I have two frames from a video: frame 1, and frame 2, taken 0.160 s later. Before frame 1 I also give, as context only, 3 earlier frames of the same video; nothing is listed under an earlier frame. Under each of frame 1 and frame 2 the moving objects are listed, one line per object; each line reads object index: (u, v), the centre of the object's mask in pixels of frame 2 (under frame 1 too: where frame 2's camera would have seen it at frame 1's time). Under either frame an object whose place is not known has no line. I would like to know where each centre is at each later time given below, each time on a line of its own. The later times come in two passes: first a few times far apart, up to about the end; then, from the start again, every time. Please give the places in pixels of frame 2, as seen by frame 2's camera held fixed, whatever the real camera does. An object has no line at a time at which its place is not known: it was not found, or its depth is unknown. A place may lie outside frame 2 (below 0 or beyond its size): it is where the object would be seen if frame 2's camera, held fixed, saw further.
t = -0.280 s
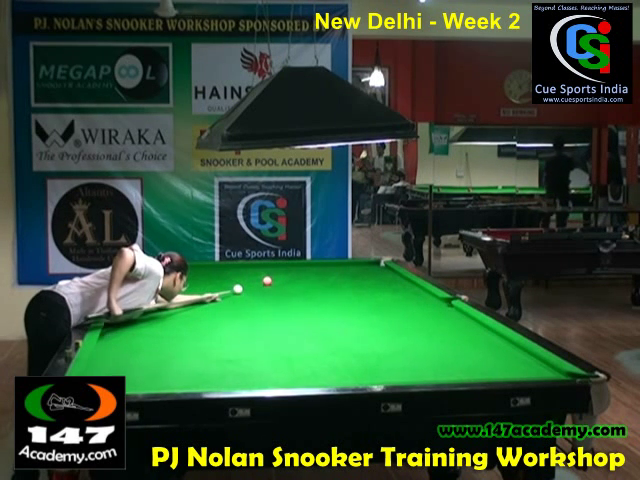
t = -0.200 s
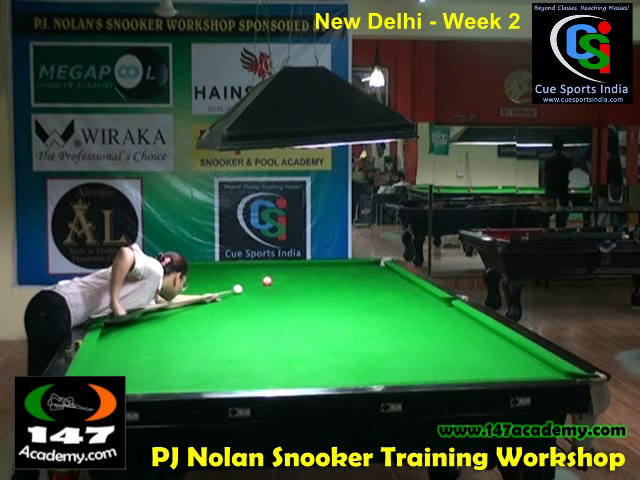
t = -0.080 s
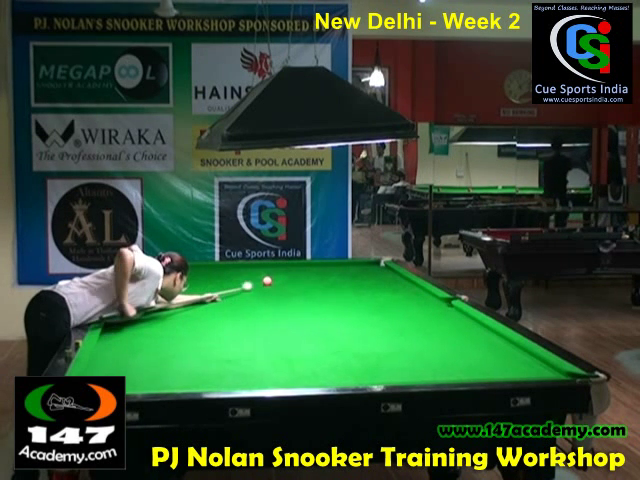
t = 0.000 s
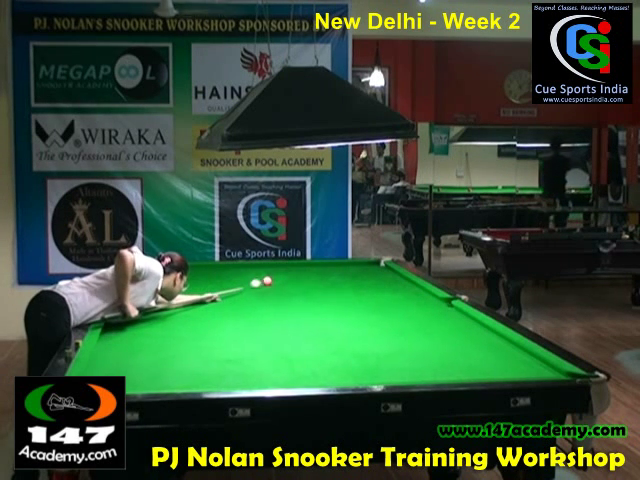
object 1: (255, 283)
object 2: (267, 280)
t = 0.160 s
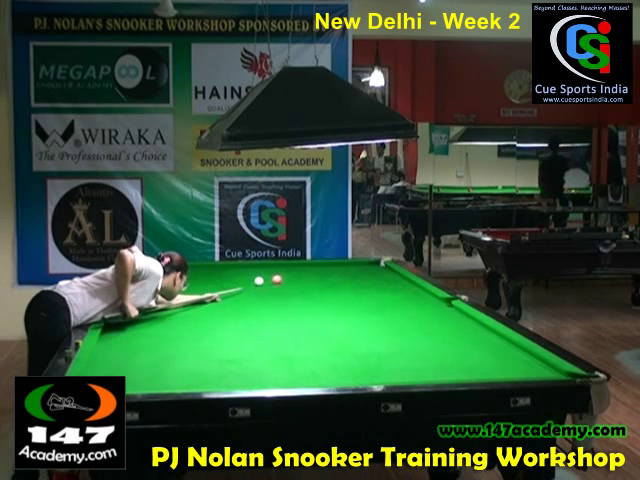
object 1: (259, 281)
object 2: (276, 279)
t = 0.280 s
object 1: (257, 280)
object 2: (286, 277)
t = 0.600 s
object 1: (255, 277)
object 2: (309, 273)
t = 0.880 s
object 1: (253, 275)
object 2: (328, 270)
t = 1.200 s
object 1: (250, 273)
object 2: (347, 267)
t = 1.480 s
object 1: (249, 271)
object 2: (362, 264)
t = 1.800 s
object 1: (247, 270)
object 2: (377, 261)
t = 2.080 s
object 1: (246, 268)
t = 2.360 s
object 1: (245, 267)
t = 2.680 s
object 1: (244, 266)
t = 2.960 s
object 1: (243, 266)
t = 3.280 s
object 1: (243, 265)
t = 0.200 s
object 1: (258, 280)
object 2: (280, 278)
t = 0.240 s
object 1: (258, 280)
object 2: (283, 278)
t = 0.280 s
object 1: (257, 280)
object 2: (286, 277)
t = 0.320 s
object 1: (257, 279)
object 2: (289, 276)
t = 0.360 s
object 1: (257, 279)
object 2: (292, 276)
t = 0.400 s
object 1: (256, 278)
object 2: (295, 276)
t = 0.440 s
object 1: (256, 278)
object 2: (298, 275)
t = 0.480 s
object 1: (256, 278)
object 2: (301, 275)
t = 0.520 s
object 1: (255, 277)
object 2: (304, 274)
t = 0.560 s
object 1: (255, 277)
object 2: (306, 274)
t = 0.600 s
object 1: (255, 277)
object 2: (309, 273)
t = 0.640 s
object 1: (254, 276)
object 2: (312, 273)
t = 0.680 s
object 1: (254, 276)
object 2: (315, 272)
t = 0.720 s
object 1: (254, 276)
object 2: (317, 272)
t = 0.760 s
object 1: (253, 276)
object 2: (320, 271)
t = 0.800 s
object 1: (253, 276)
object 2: (322, 271)
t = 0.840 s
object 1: (253, 275)
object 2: (325, 270)
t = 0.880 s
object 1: (253, 275)
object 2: (328, 270)
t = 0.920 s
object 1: (252, 275)
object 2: (330, 270)
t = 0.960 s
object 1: (252, 274)
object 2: (332, 269)
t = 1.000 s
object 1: (252, 274)
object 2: (335, 269)
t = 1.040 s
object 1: (251, 274)
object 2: (337, 268)
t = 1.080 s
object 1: (251, 273)
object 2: (340, 268)
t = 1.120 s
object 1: (251, 273)
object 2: (342, 267)
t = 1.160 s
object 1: (251, 273)
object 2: (344, 267)
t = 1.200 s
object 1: (250, 273)
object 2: (347, 267)
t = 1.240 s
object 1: (250, 273)
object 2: (349, 267)
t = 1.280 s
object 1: (250, 272)
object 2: (351, 266)
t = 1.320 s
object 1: (250, 272)
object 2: (353, 266)
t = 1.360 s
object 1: (249, 272)
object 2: (356, 265)
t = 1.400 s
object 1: (249, 272)
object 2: (358, 265)
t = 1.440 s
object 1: (249, 271)
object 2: (360, 265)
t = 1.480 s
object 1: (249, 271)
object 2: (362, 264)
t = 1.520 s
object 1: (248, 271)
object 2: (364, 264)
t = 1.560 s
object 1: (248, 271)
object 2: (366, 263)
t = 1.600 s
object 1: (248, 271)
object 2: (368, 263)
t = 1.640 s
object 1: (248, 271)
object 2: (370, 263)
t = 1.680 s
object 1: (248, 270)
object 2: (372, 263)
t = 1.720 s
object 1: (247, 270)
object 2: (374, 262)
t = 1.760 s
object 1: (247, 270)
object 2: (376, 262)
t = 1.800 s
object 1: (247, 270)
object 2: (377, 261)
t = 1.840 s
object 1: (247, 270)
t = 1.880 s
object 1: (247, 269)
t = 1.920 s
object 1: (246, 269)
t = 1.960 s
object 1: (246, 269)
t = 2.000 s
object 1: (246, 269)
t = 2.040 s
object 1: (246, 269)
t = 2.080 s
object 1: (246, 268)
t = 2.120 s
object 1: (246, 268)
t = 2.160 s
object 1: (245, 268)
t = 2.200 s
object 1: (245, 268)
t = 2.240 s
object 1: (245, 268)
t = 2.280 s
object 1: (245, 268)
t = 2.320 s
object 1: (245, 268)
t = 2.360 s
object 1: (245, 267)
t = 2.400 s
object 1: (245, 267)
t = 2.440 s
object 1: (245, 267)
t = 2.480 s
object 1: (245, 267)
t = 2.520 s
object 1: (244, 267)
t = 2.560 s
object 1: (244, 267)
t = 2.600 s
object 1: (244, 267)
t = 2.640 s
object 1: (244, 267)
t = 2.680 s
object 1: (244, 266)
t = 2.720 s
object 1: (244, 266)
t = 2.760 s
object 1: (244, 266)
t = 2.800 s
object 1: (244, 266)
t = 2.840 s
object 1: (244, 266)
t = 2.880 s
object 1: (244, 266)
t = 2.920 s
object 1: (244, 266)
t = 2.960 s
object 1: (243, 266)
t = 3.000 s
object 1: (243, 266)
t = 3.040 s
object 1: (243, 266)
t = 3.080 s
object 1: (243, 265)
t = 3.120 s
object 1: (243, 265)
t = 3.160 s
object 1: (243, 265)
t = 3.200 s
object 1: (243, 265)
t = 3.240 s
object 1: (243, 265)
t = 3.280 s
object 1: (243, 265)
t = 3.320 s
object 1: (243, 265)
